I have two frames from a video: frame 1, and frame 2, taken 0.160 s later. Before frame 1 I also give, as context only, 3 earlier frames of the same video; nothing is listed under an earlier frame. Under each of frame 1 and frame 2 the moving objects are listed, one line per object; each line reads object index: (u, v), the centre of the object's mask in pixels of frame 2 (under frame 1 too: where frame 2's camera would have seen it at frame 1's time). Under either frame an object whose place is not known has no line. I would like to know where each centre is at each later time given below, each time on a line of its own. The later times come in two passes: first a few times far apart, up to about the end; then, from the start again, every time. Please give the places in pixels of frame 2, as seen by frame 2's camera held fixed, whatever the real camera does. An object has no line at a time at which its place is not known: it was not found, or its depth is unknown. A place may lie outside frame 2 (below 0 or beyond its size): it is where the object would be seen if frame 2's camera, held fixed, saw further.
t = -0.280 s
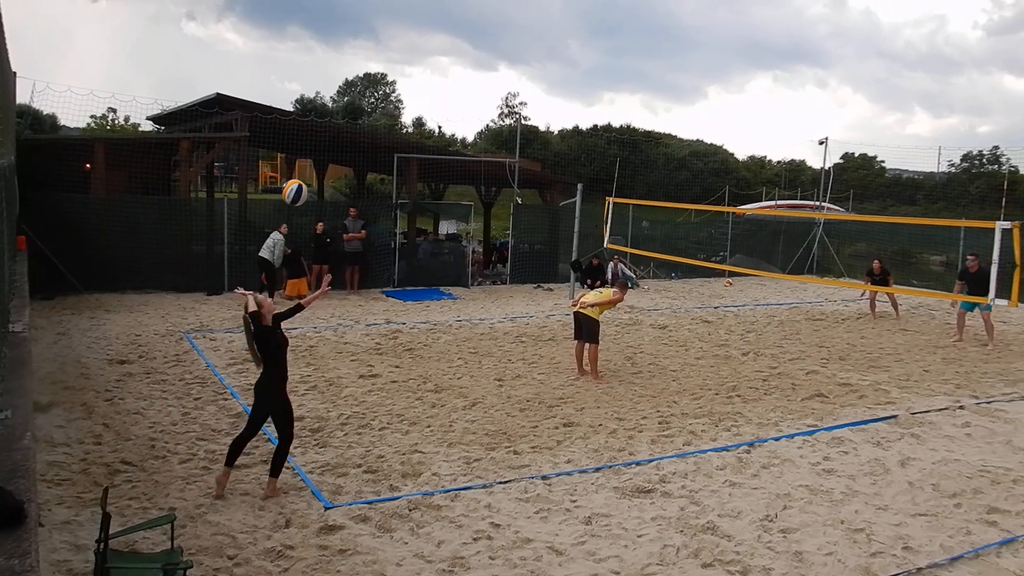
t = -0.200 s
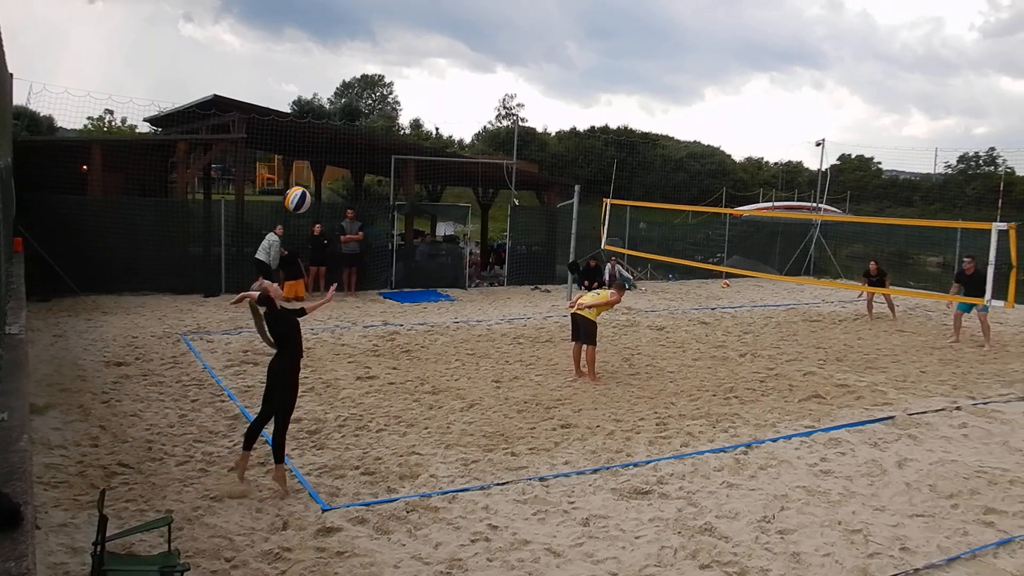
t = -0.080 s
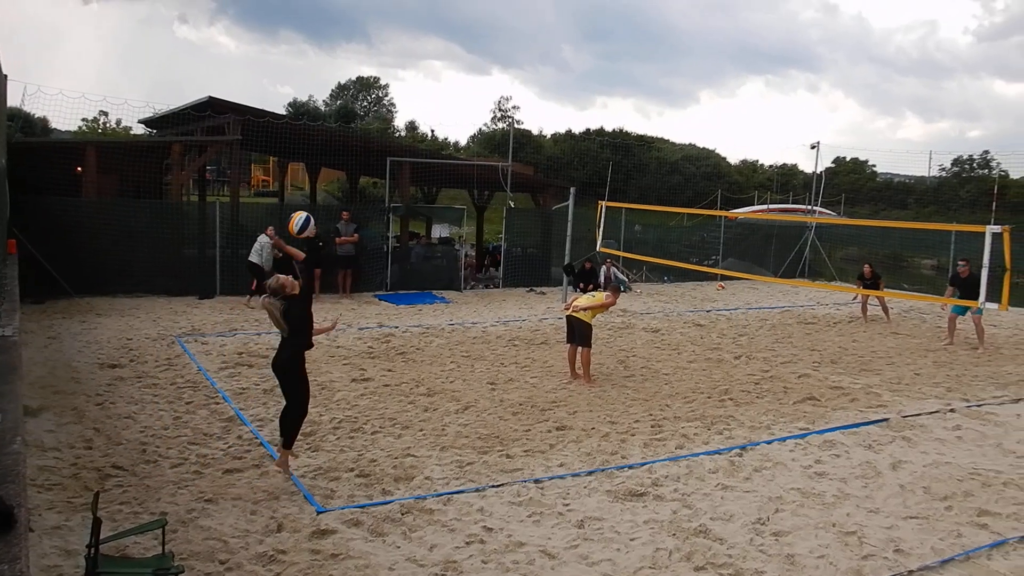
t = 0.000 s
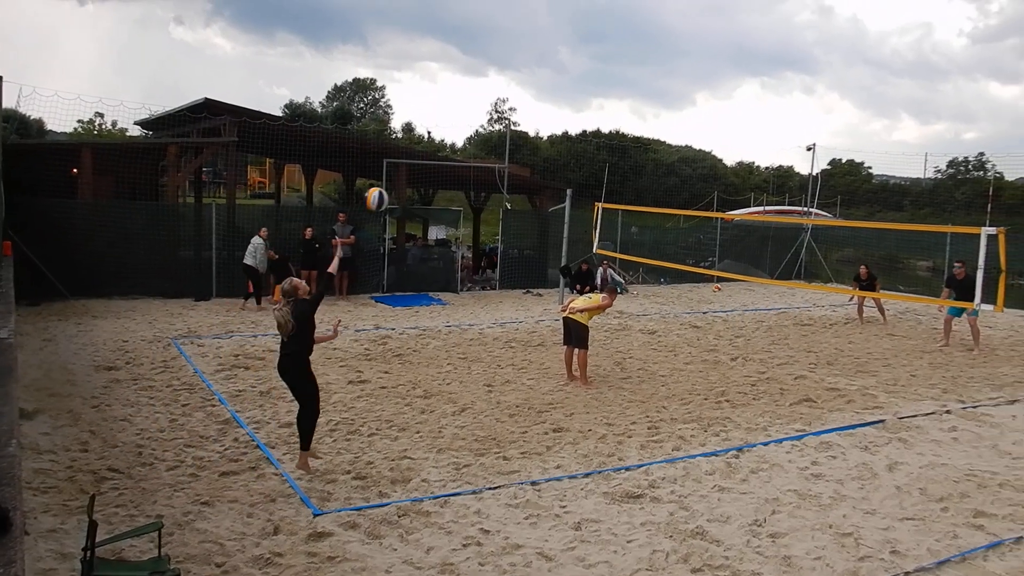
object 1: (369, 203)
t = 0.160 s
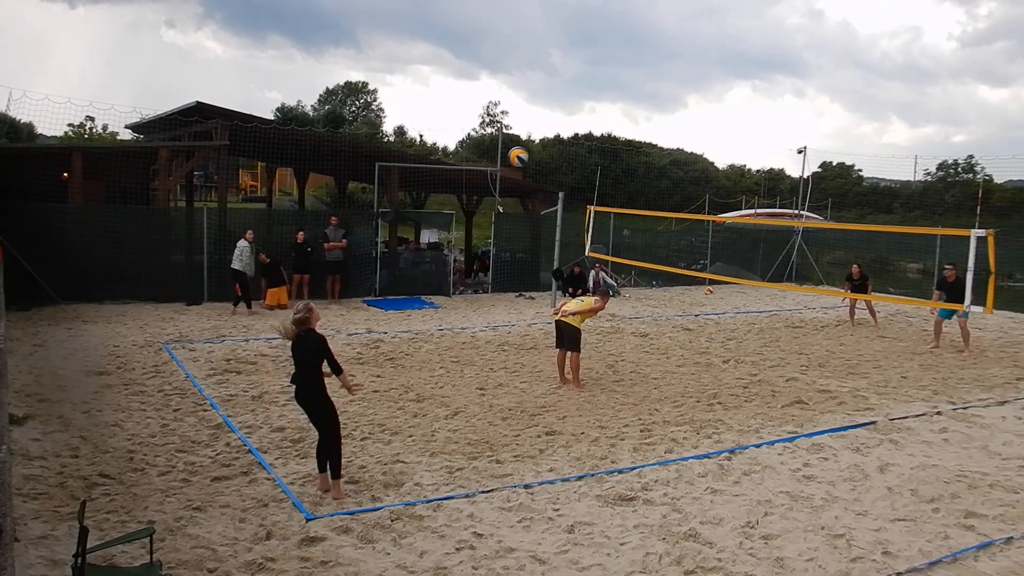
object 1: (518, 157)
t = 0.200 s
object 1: (547, 151)
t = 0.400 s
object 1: (662, 149)
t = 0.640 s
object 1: (753, 181)
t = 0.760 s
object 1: (787, 205)
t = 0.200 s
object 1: (547, 151)
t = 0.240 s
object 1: (574, 147)
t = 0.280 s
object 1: (599, 145)
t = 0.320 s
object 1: (622, 145)
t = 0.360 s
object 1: (642, 146)
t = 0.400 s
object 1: (662, 149)
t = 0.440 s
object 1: (679, 152)
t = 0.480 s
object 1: (696, 156)
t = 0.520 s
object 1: (712, 161)
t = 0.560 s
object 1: (726, 167)
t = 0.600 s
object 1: (739, 174)
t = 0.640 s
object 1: (753, 181)
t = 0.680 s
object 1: (765, 189)
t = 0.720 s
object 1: (776, 197)
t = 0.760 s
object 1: (787, 205)
